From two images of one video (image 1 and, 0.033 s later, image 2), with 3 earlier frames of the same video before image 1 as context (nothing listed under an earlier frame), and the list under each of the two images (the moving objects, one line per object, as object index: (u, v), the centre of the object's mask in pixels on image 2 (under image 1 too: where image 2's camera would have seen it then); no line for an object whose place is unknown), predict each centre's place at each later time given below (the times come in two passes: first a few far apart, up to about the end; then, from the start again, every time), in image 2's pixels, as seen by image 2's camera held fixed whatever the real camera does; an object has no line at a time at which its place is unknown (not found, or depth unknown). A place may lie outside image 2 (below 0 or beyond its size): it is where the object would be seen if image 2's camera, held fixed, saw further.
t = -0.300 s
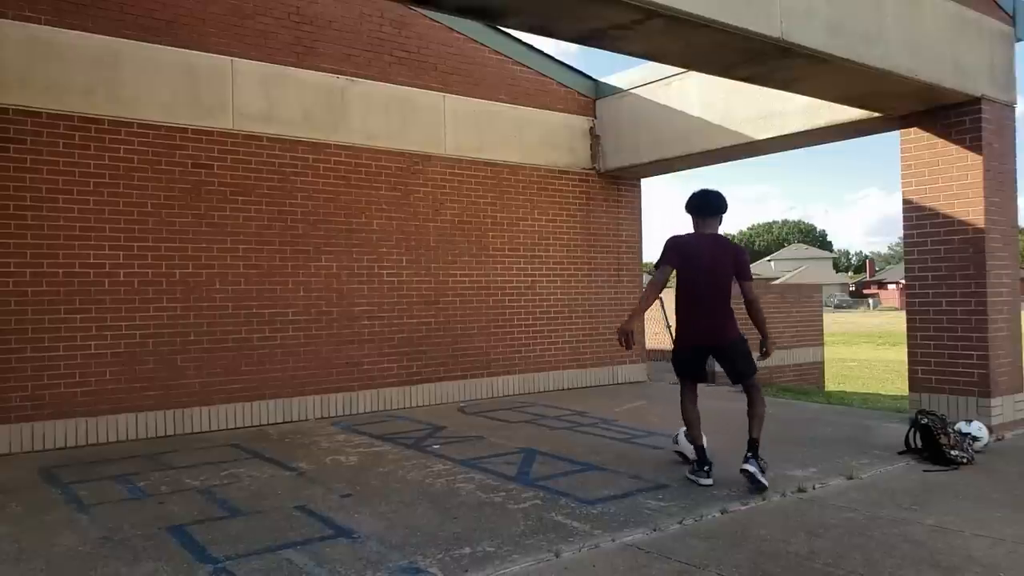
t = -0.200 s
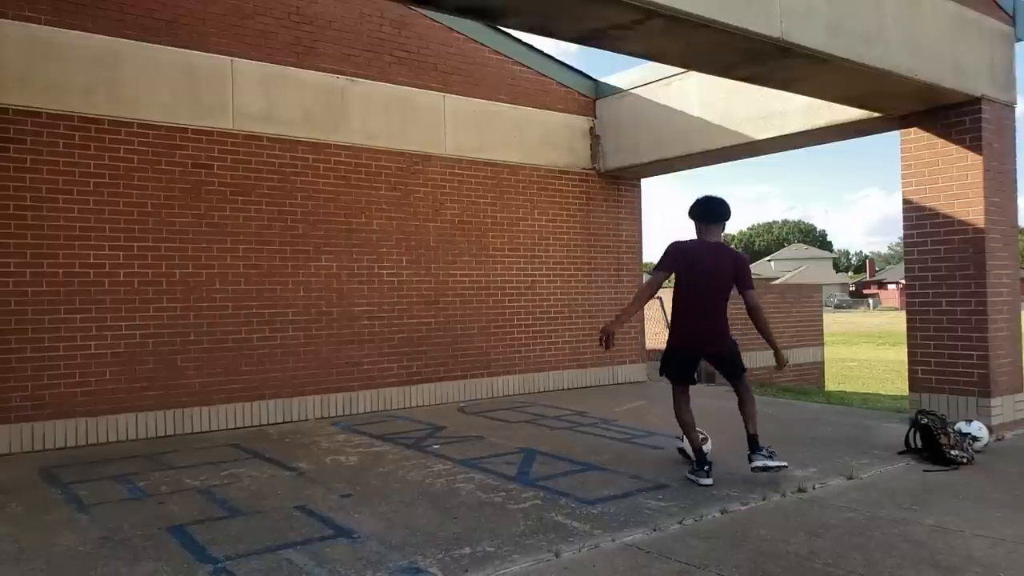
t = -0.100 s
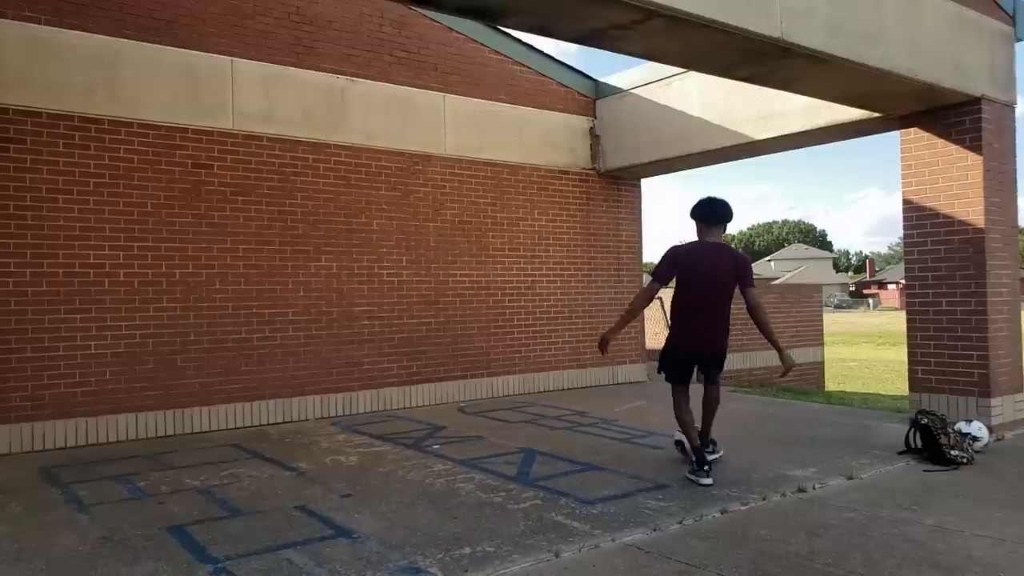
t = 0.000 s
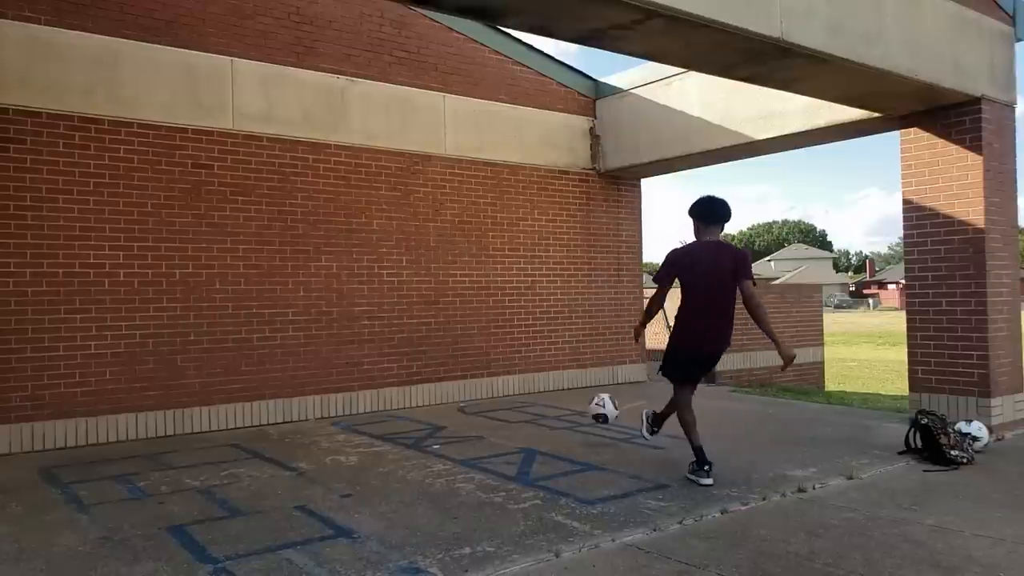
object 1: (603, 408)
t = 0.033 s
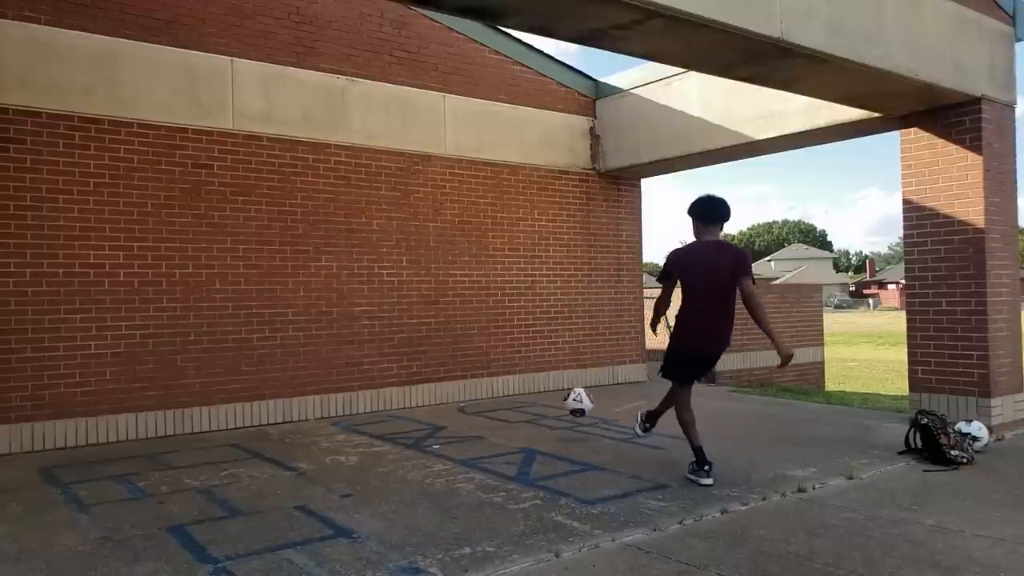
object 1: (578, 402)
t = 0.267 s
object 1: (439, 402)
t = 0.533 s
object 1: (446, 376)
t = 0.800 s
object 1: (516, 418)
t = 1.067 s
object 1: (552, 406)
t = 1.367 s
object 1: (600, 417)
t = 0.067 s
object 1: (554, 398)
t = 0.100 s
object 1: (532, 395)
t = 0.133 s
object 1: (512, 393)
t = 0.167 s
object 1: (492, 394)
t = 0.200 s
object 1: (473, 396)
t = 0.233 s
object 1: (456, 398)
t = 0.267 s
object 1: (439, 402)
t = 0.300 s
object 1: (426, 399)
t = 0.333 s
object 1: (413, 392)
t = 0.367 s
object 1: (408, 387)
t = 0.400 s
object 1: (415, 382)
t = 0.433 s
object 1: (422, 379)
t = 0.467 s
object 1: (430, 378)
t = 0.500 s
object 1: (438, 376)
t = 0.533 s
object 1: (446, 376)
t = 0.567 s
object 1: (454, 379)
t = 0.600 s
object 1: (463, 381)
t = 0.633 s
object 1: (471, 385)
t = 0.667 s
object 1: (481, 391)
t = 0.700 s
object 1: (490, 398)
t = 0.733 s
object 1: (500, 407)
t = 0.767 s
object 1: (510, 418)
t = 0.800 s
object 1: (516, 418)
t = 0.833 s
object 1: (521, 412)
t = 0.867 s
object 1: (524, 407)
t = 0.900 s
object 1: (529, 403)
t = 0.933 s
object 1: (533, 401)
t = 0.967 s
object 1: (537, 399)
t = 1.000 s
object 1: (542, 400)
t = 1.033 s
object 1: (547, 402)
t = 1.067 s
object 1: (552, 406)
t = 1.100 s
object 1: (557, 412)
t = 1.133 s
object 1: (563, 418)
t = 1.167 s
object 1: (568, 428)
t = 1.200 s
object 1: (573, 434)
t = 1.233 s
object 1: (578, 427)
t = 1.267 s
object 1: (583, 423)
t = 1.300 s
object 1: (588, 419)
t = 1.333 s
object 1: (594, 417)
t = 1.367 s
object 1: (600, 417)
